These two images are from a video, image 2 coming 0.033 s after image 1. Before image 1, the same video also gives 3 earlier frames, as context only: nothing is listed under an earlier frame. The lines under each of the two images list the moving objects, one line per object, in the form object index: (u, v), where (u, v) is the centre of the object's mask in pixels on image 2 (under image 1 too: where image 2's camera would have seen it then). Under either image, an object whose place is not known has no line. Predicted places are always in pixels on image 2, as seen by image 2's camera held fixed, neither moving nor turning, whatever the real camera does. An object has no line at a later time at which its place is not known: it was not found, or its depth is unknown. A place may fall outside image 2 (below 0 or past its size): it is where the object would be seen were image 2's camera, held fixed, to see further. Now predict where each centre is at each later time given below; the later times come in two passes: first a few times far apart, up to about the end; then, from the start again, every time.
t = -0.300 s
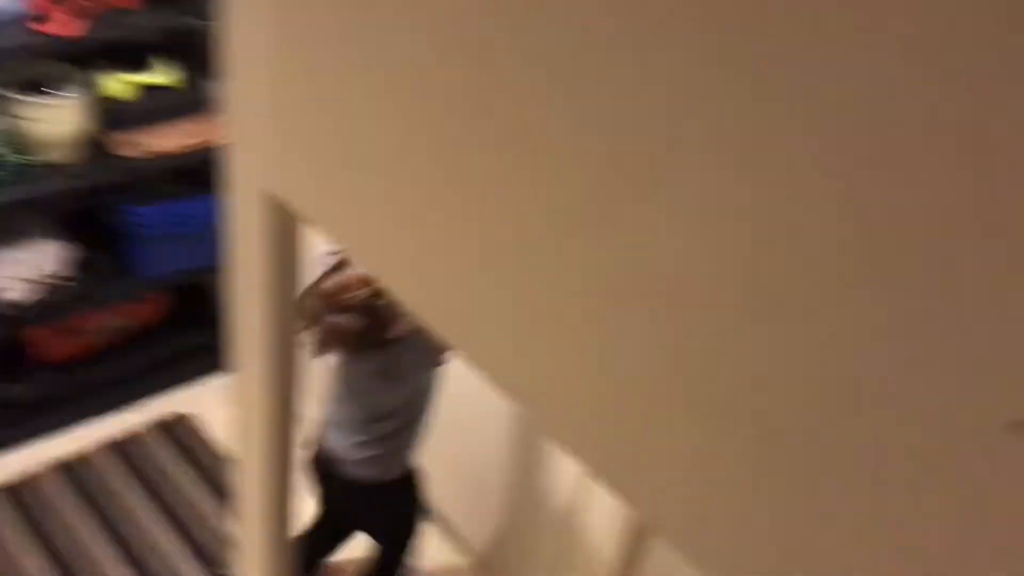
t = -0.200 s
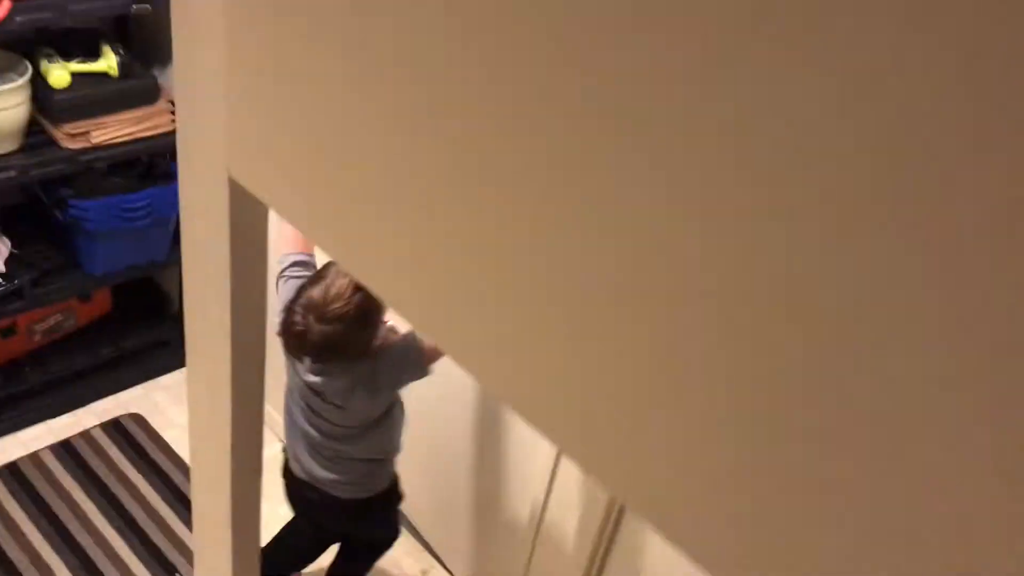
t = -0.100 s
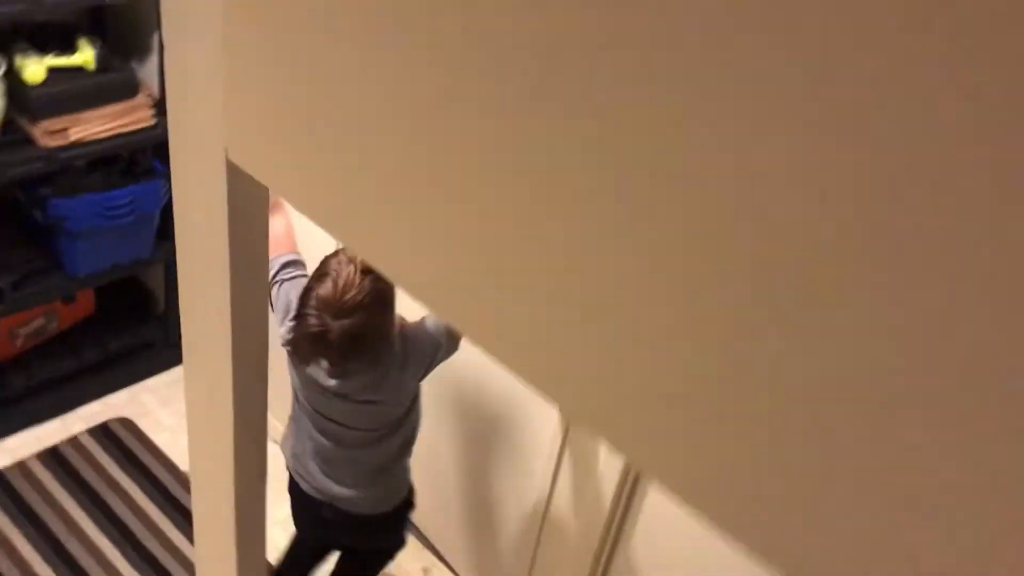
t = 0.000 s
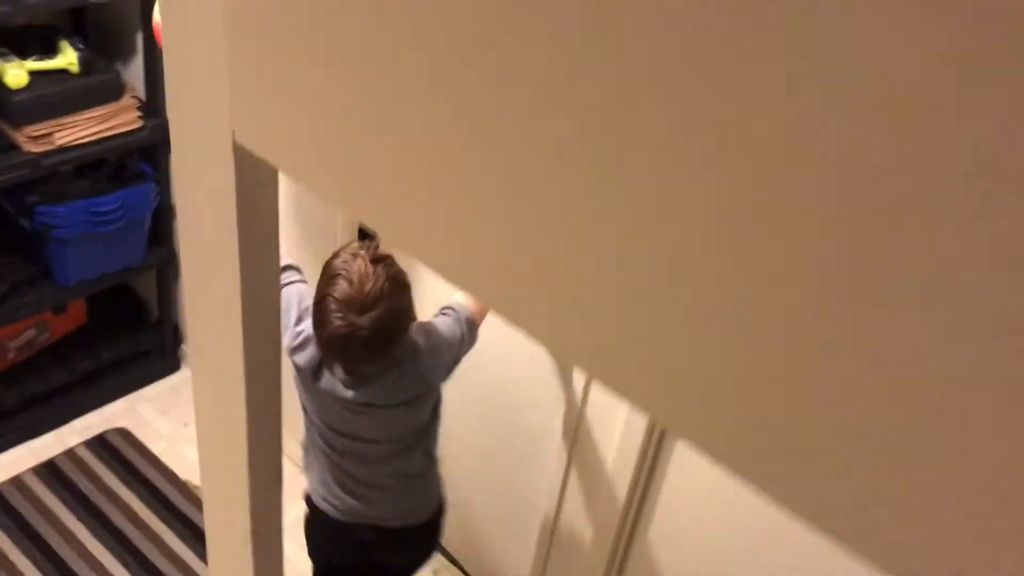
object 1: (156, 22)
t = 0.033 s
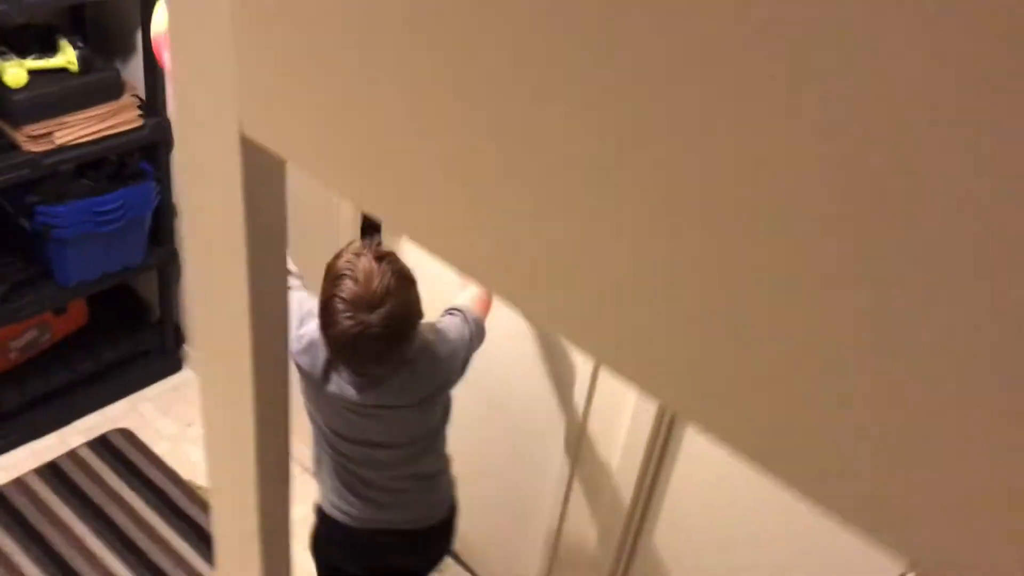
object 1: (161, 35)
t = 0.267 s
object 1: (198, 231)
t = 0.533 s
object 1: (162, 342)
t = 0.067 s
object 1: (166, 51)
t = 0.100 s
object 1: (171, 76)
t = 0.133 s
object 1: (178, 102)
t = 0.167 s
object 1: (182, 134)
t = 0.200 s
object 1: (187, 164)
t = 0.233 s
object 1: (193, 196)
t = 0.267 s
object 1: (198, 231)
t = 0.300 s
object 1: (202, 263)
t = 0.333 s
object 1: (206, 297)
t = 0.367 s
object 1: (209, 332)
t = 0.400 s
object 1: (210, 367)
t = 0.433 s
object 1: (203, 398)
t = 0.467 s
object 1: (191, 391)
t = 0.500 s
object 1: (177, 365)
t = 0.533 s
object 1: (162, 342)
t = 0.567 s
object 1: (148, 323)
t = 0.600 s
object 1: (134, 305)
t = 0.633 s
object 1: (118, 291)
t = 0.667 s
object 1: (104, 278)
